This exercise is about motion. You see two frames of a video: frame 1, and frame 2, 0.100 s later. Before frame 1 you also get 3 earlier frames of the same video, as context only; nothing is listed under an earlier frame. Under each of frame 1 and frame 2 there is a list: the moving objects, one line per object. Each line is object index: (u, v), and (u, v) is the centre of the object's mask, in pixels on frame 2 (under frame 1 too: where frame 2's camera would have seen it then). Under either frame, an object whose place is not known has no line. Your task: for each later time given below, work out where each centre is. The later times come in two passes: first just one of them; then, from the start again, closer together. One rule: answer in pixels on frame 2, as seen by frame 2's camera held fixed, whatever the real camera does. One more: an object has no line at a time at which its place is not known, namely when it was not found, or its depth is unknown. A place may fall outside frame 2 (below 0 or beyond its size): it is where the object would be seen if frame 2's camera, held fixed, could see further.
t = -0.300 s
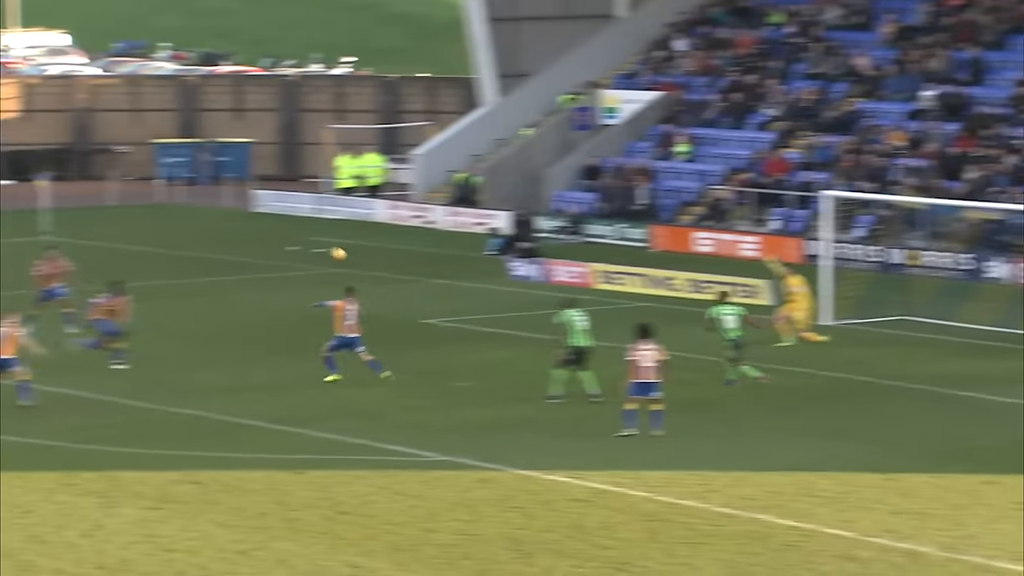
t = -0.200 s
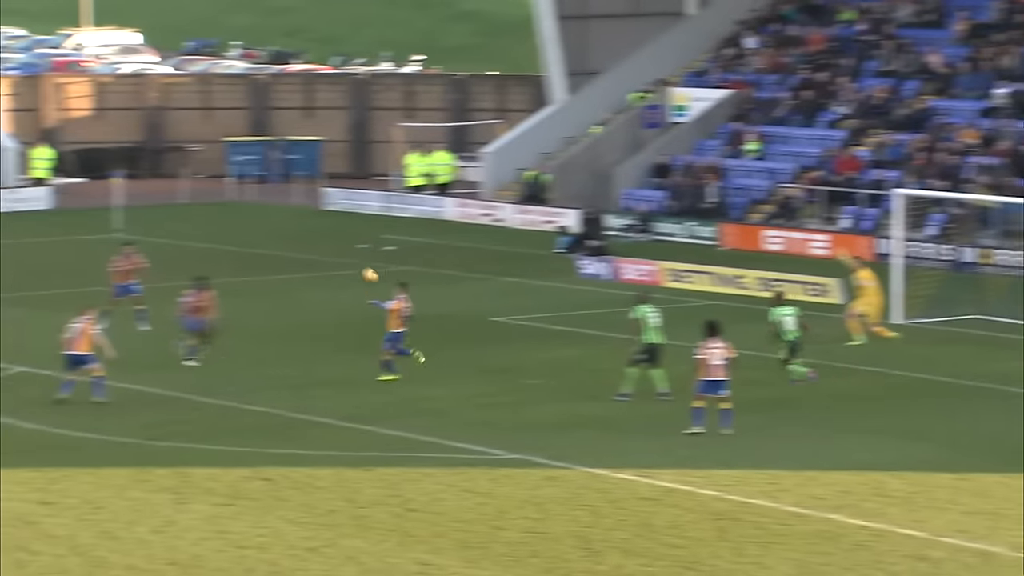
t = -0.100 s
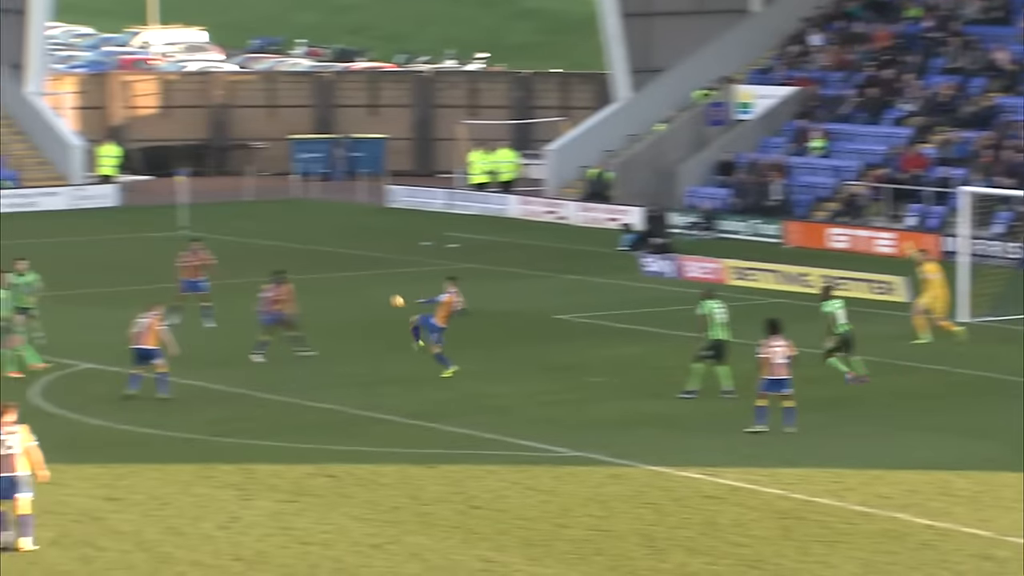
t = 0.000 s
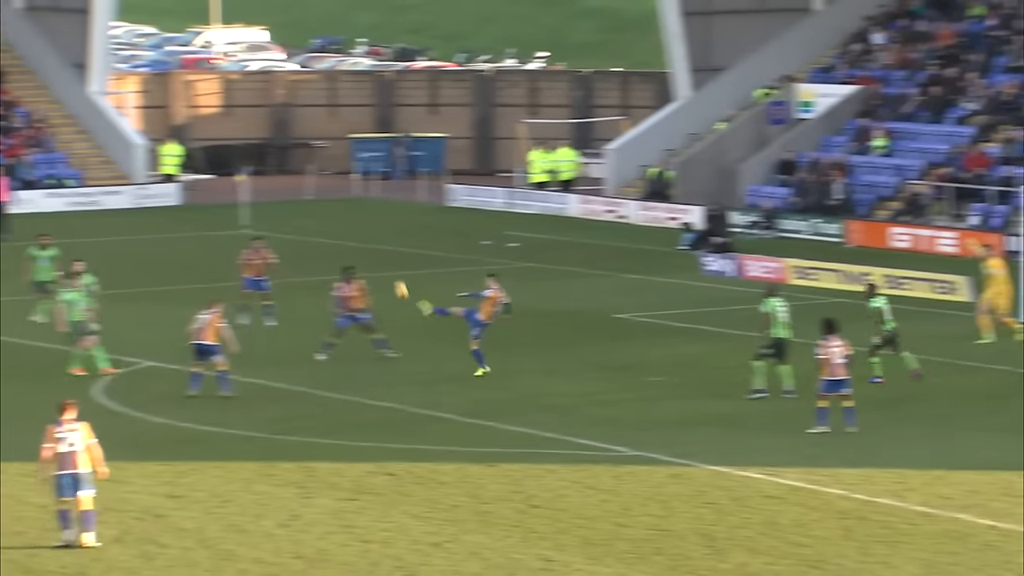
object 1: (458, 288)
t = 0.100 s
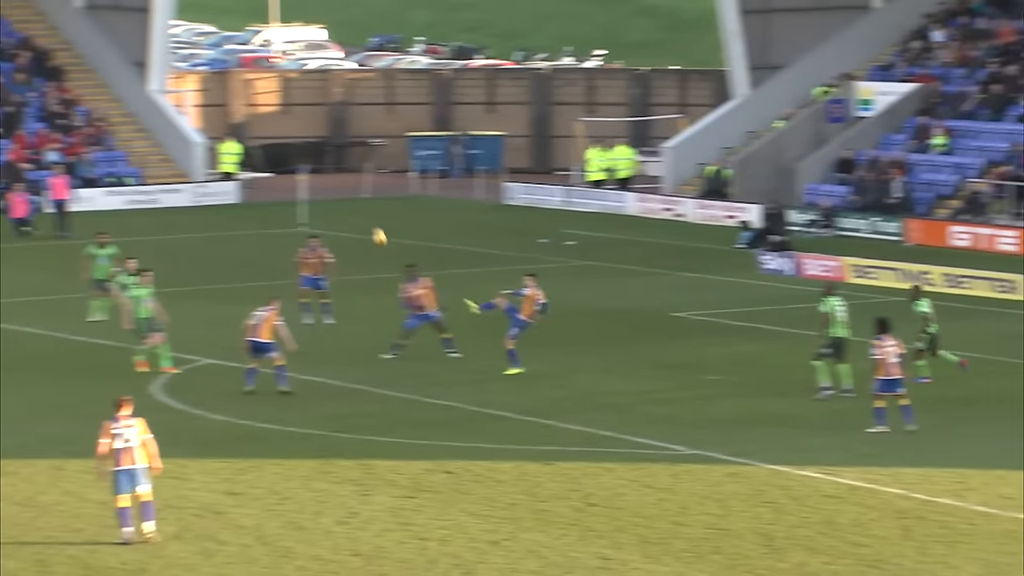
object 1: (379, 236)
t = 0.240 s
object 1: (268, 181)
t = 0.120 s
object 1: (363, 228)
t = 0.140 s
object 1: (347, 219)
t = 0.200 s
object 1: (300, 196)
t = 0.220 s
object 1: (284, 188)
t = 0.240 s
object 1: (268, 181)
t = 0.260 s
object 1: (252, 173)
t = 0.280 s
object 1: (237, 168)
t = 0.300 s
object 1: (219, 161)
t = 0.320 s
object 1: (203, 155)
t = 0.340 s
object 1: (186, 149)
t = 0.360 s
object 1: (169, 144)
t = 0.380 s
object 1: (153, 139)
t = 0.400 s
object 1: (136, 134)
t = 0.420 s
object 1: (118, 129)
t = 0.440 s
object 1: (101, 125)
